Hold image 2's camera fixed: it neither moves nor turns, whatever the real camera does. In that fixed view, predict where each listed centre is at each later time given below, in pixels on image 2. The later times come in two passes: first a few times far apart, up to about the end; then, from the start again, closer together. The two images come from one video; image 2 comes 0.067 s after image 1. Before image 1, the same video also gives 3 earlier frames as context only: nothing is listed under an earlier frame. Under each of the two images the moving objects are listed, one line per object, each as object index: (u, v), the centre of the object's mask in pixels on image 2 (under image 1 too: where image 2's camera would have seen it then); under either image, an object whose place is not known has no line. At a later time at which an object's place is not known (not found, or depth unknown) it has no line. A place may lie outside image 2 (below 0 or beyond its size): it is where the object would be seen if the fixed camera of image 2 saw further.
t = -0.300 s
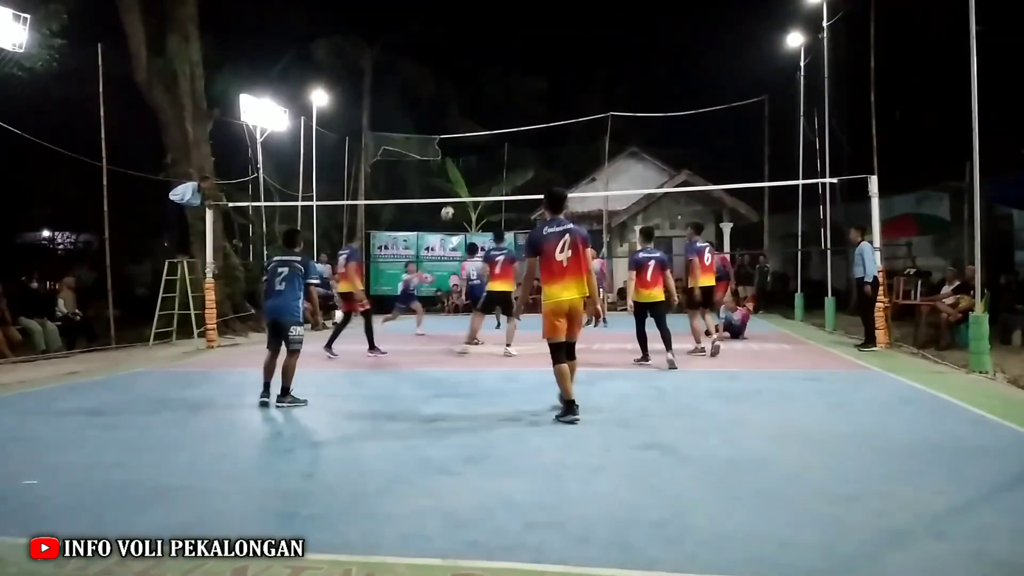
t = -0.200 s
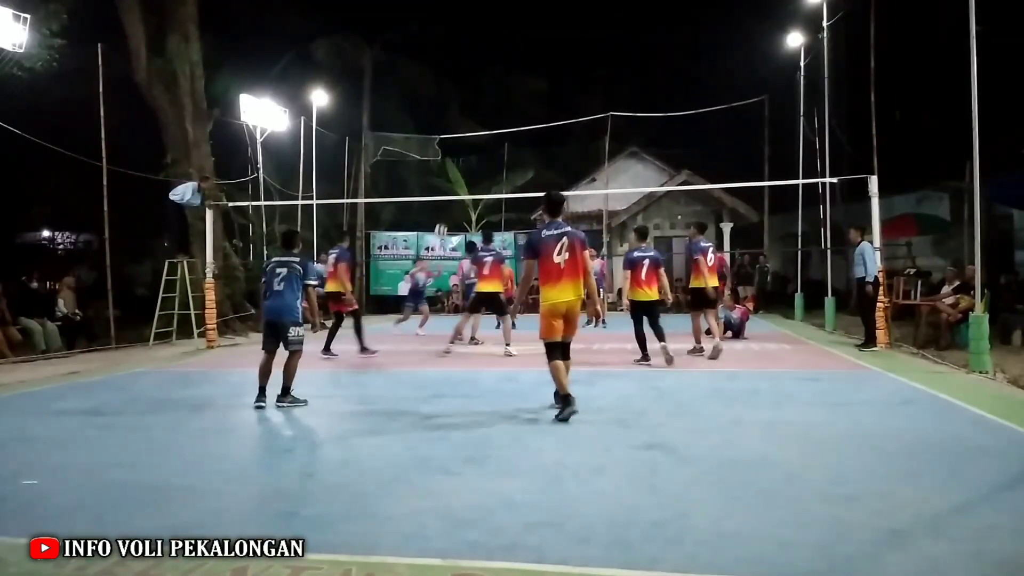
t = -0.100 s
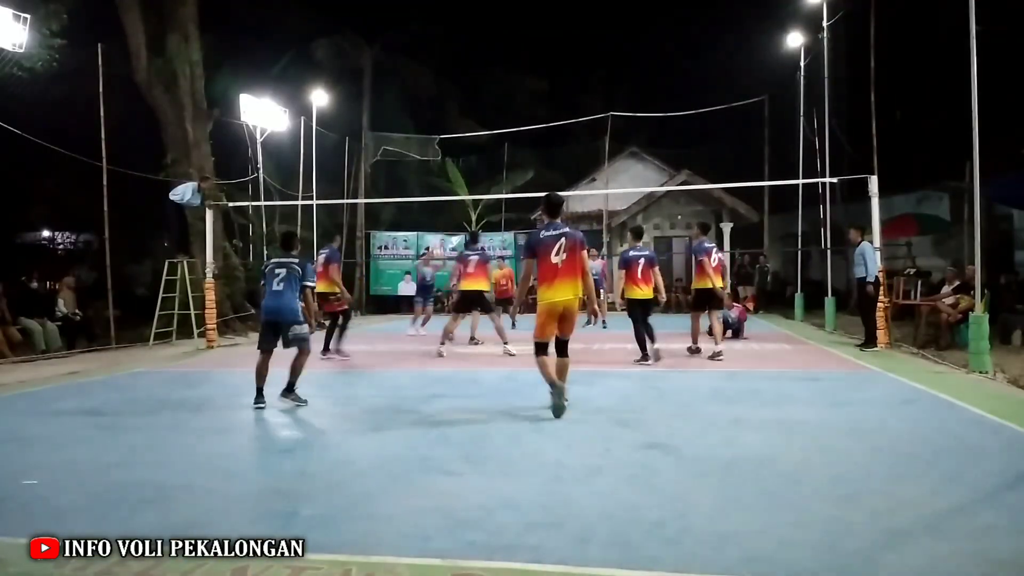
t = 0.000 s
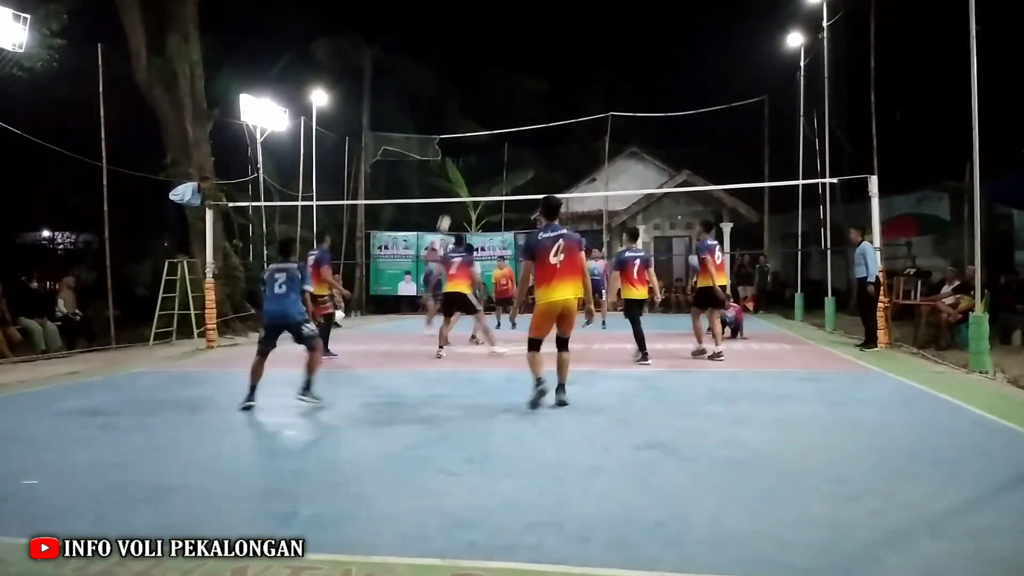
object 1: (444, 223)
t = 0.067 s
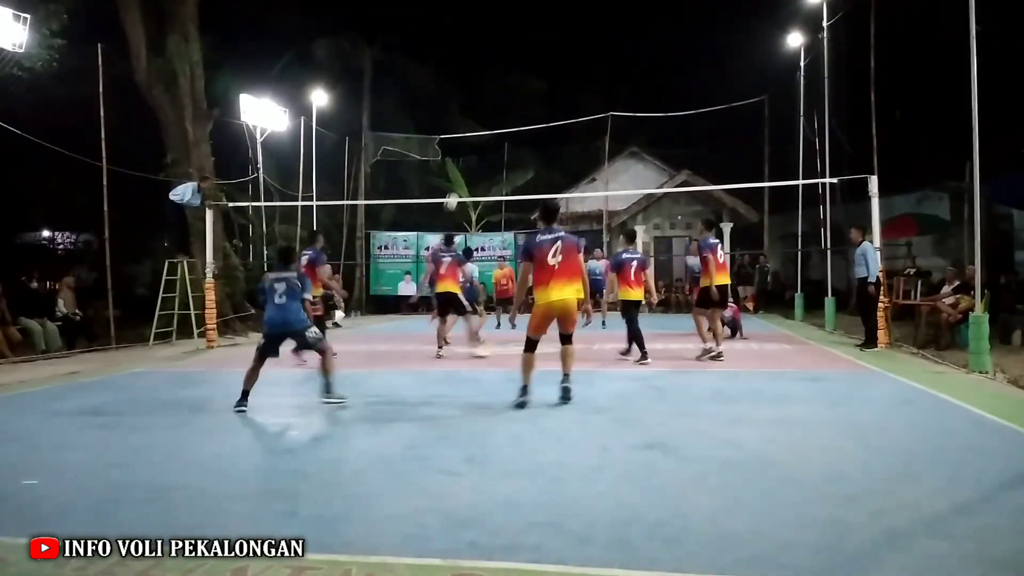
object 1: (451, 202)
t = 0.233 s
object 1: (471, 151)
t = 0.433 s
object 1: (500, 105)
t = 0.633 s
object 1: (538, 79)
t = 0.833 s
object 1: (587, 85)
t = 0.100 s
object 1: (455, 190)
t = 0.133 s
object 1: (459, 179)
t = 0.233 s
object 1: (471, 151)
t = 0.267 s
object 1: (475, 143)
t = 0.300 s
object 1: (480, 134)
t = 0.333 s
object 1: (485, 124)
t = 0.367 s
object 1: (490, 118)
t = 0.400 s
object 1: (495, 111)
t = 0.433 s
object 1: (500, 105)
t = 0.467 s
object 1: (506, 99)
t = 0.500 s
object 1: (512, 93)
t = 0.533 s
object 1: (518, 89)
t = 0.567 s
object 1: (524, 85)
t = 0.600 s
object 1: (531, 82)
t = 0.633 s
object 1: (538, 79)
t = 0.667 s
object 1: (545, 78)
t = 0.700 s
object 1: (553, 77)
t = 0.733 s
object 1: (560, 77)
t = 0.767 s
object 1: (569, 79)
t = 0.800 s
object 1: (578, 81)
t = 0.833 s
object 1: (587, 85)
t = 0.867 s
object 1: (597, 90)
